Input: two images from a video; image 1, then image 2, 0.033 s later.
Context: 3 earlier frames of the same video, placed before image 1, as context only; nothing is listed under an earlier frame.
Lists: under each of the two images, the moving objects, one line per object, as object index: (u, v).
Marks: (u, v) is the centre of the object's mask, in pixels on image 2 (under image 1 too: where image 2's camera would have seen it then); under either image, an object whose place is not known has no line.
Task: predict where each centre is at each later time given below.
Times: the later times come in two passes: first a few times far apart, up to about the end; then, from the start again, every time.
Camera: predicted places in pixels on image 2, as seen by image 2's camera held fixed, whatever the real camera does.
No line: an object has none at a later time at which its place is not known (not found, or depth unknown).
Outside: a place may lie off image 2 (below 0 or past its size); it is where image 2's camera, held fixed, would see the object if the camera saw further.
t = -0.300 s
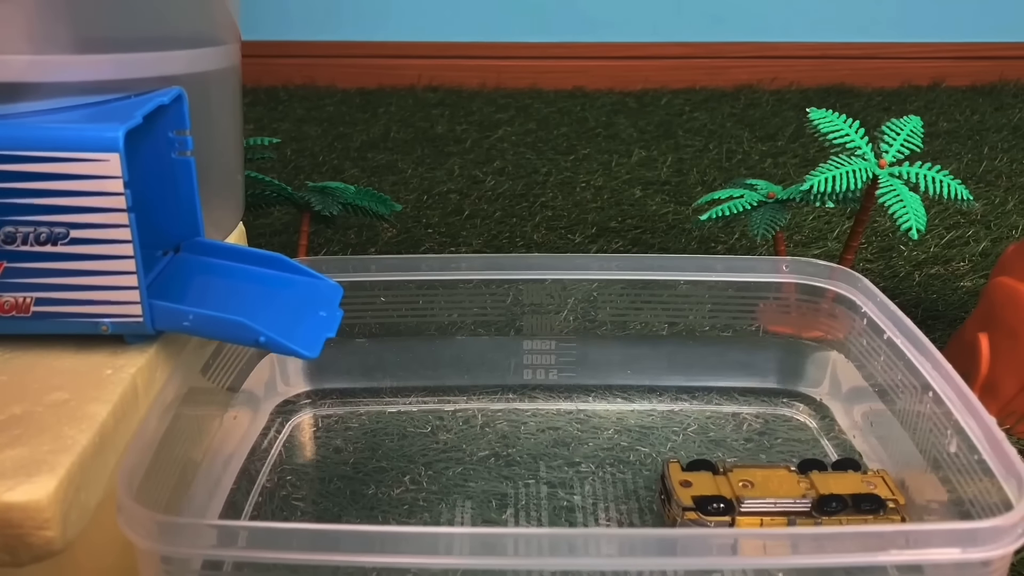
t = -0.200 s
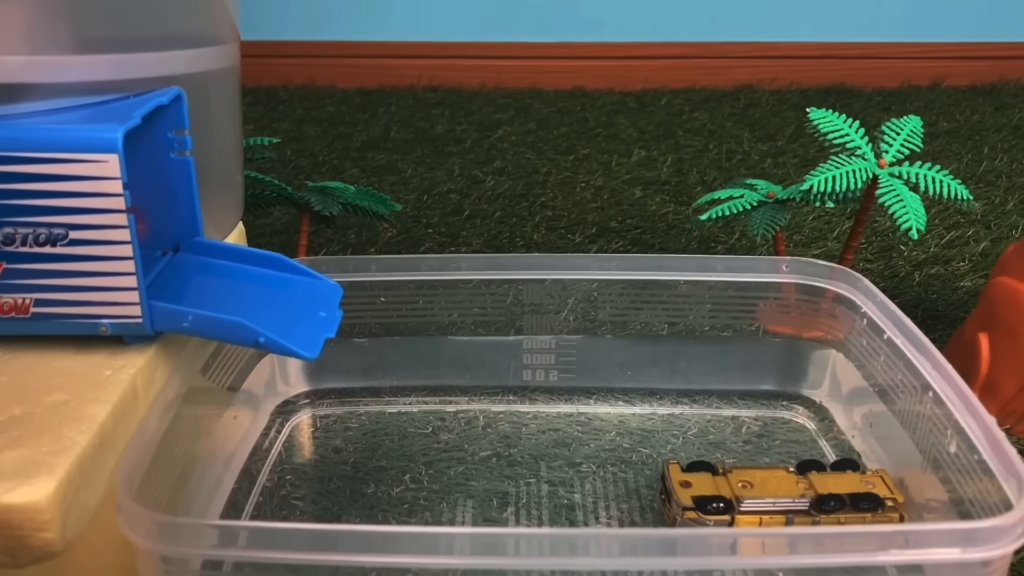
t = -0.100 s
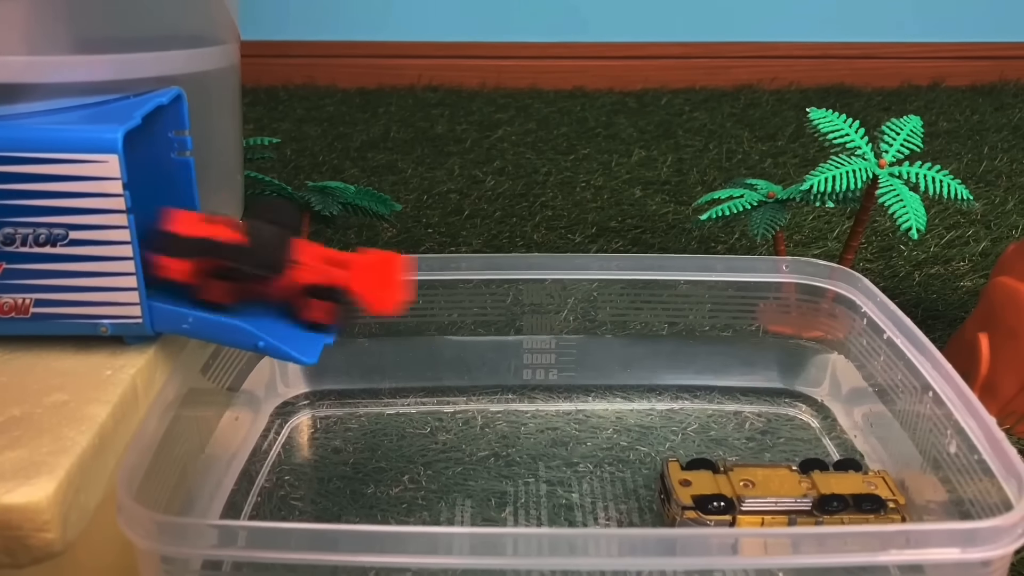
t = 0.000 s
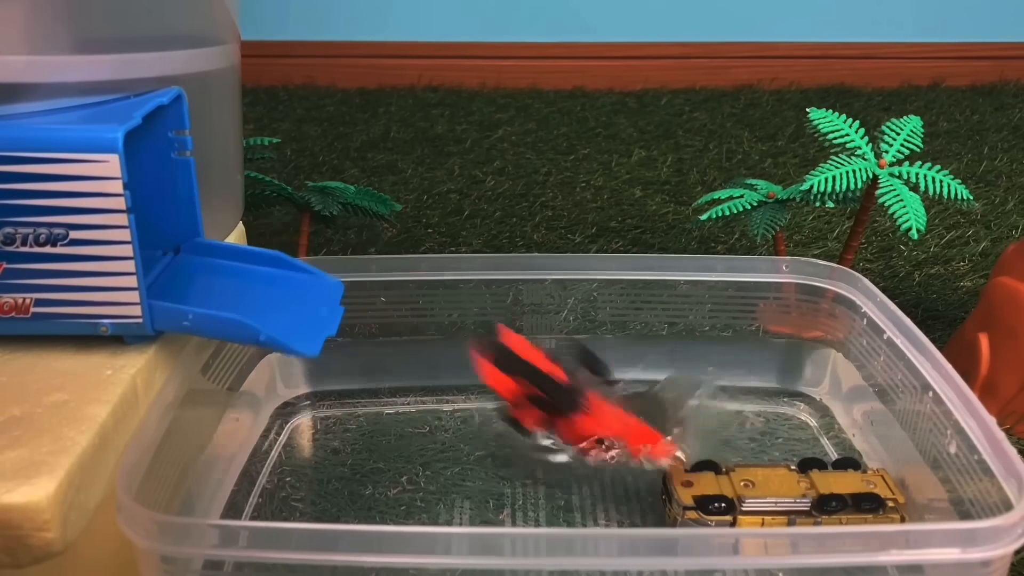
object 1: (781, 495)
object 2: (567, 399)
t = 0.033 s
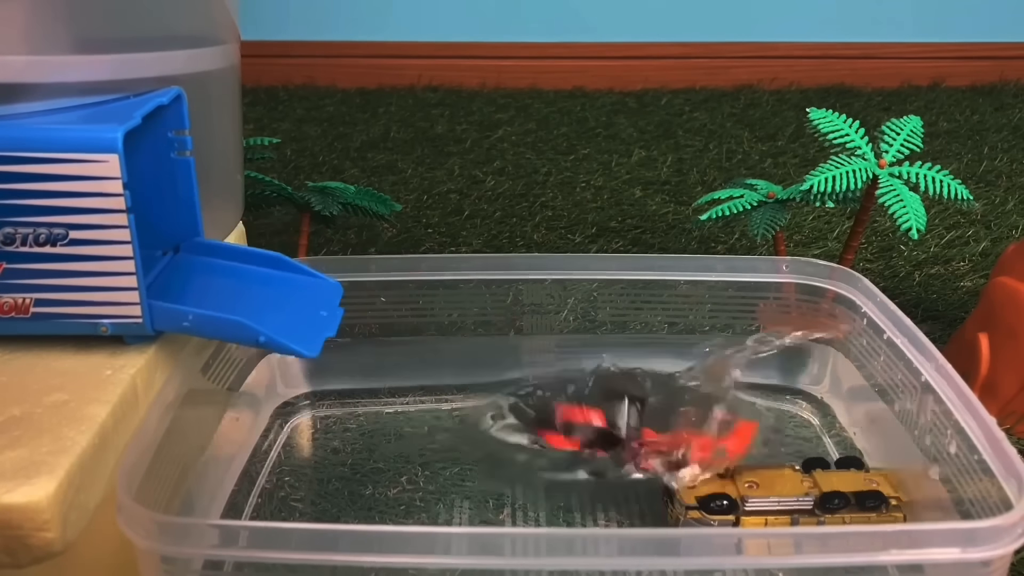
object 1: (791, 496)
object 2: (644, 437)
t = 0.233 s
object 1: (762, 501)
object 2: (750, 452)
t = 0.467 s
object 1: (773, 501)
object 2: (767, 456)
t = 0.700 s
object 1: (772, 499)
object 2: (763, 452)
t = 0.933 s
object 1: (772, 498)
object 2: (763, 448)
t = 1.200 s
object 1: (767, 501)
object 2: (760, 451)
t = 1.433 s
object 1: (768, 497)
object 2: (759, 449)
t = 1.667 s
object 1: (768, 498)
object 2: (760, 449)
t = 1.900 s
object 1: (767, 499)
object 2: (760, 450)
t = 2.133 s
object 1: (769, 497)
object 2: (759, 449)
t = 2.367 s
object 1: (769, 499)
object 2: (762, 451)
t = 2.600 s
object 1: (769, 499)
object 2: (763, 450)
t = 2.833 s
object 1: (772, 498)
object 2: (761, 450)
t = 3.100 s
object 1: (770, 499)
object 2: (762, 452)
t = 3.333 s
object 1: (770, 498)
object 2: (760, 450)
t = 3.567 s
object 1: (770, 498)
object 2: (761, 449)
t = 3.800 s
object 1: (769, 499)
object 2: (760, 450)
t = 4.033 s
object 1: (770, 499)
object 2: (763, 450)
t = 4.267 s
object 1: (785, 504)
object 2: (826, 458)
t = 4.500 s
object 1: (771, 505)
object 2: (784, 459)
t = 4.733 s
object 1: (778, 503)
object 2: (782, 455)
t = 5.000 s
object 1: (780, 501)
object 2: (776, 456)
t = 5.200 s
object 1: (778, 501)
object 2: (765, 455)
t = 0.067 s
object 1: (791, 497)
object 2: (707, 445)
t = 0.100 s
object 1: (779, 496)
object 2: (731, 445)
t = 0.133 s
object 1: (786, 498)
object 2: (729, 456)
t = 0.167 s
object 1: (786, 501)
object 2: (732, 460)
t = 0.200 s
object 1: (774, 500)
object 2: (740, 458)
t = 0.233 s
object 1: (762, 501)
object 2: (750, 452)
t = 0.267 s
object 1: (767, 501)
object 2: (769, 455)
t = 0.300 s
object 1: (768, 502)
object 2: (765, 453)
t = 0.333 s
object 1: (771, 497)
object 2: (765, 450)
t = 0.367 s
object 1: (771, 501)
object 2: (744, 450)
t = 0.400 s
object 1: (767, 502)
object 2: (756, 455)
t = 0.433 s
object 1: (770, 500)
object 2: (761, 456)
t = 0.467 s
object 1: (773, 501)
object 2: (767, 456)
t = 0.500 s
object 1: (772, 501)
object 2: (761, 452)
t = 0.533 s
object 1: (769, 500)
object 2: (757, 451)
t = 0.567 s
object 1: (768, 500)
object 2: (754, 450)
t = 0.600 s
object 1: (765, 499)
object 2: (755, 448)
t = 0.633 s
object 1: (770, 500)
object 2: (753, 447)
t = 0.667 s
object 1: (766, 497)
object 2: (761, 448)
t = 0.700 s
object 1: (772, 499)
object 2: (763, 452)
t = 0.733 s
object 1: (770, 500)
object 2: (762, 453)
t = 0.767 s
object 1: (766, 500)
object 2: (760, 455)
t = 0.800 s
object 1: (764, 499)
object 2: (762, 452)
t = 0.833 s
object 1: (766, 496)
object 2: (756, 446)
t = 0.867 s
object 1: (762, 498)
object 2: (759, 449)
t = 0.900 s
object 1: (761, 502)
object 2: (763, 449)
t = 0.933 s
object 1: (772, 498)
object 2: (763, 448)
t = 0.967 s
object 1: (767, 499)
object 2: (759, 453)
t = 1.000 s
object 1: (769, 500)
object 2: (756, 454)
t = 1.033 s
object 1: (770, 499)
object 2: (761, 453)
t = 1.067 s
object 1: (771, 502)
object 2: (765, 453)
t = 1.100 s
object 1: (770, 499)
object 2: (763, 454)
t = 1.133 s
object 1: (767, 500)
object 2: (760, 452)
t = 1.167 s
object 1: (765, 499)
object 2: (762, 452)
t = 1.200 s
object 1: (767, 501)
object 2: (760, 451)
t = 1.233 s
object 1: (769, 499)
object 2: (760, 452)
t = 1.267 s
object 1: (770, 501)
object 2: (758, 452)
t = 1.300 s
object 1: (772, 499)
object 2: (759, 452)
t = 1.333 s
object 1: (772, 499)
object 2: (756, 450)
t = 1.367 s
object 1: (767, 498)
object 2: (756, 450)
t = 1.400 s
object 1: (768, 497)
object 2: (759, 447)
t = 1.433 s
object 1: (768, 497)
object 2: (759, 449)
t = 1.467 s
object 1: (768, 499)
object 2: (755, 448)
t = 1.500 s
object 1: (768, 498)
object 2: (763, 449)
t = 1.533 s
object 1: (771, 501)
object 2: (763, 450)
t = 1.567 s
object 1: (768, 501)
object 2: (761, 450)
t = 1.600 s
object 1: (774, 499)
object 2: (759, 449)
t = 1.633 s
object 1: (768, 497)
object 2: (757, 449)
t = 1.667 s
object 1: (768, 498)
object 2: (760, 449)
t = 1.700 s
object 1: (770, 499)
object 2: (760, 451)
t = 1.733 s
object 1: (769, 500)
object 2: (760, 453)
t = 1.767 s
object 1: (768, 502)
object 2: (759, 454)
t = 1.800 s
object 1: (768, 501)
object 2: (758, 453)
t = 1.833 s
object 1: (767, 498)
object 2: (762, 452)
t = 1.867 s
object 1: (766, 499)
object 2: (762, 451)
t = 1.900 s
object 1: (767, 499)
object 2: (760, 450)
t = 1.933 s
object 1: (769, 499)
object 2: (760, 450)
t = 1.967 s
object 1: (769, 499)
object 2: (760, 450)
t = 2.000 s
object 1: (770, 499)
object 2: (761, 451)
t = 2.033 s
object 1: (767, 499)
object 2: (762, 451)
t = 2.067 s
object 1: (765, 499)
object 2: (757, 451)
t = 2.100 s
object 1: (767, 499)
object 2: (759, 449)
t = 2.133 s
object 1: (769, 497)
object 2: (759, 449)
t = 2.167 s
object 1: (770, 499)
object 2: (761, 447)
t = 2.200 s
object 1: (769, 500)
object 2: (762, 449)
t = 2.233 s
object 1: (769, 499)
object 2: (760, 451)
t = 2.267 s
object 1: (768, 499)
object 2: (760, 451)
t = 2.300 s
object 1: (767, 499)
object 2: (761, 451)
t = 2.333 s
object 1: (767, 499)
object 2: (761, 451)
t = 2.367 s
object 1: (769, 499)
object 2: (762, 451)
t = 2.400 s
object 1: (768, 499)
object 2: (762, 450)
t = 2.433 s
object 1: (768, 499)
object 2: (761, 451)
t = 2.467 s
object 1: (768, 499)
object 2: (760, 451)
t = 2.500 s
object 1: (767, 499)
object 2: (758, 451)
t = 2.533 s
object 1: (768, 499)
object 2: (759, 450)
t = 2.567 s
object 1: (769, 499)
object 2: (762, 450)
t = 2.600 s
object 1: (769, 499)
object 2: (763, 450)
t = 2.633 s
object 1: (770, 498)
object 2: (763, 450)
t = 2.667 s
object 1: (769, 498)
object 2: (761, 450)
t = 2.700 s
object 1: (767, 499)
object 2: (758, 451)
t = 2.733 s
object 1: (767, 499)
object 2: (758, 451)
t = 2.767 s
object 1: (769, 499)
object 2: (760, 450)
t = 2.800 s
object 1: (771, 498)
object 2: (761, 450)
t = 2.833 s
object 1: (772, 498)
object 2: (761, 450)
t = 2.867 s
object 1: (771, 497)
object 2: (764, 449)
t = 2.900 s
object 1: (766, 499)
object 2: (759, 449)
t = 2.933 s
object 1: (767, 498)
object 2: (759, 449)
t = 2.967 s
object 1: (769, 498)
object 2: (760, 450)
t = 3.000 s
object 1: (768, 498)
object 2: (760, 451)
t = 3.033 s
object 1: (768, 499)
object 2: (761, 451)
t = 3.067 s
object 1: (770, 499)
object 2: (763, 452)
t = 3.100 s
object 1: (770, 499)
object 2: (762, 452)
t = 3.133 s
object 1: (768, 499)
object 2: (762, 451)
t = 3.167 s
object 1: (768, 499)
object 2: (763, 450)
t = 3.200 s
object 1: (769, 499)
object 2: (762, 451)
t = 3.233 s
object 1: (769, 498)
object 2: (760, 450)
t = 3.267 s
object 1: (770, 498)
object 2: (760, 450)
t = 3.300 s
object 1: (770, 498)
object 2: (760, 450)
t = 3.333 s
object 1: (770, 498)
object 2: (760, 450)
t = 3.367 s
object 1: (770, 498)
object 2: (762, 450)
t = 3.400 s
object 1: (769, 498)
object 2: (761, 450)
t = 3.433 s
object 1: (768, 499)
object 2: (760, 449)
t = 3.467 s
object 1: (770, 498)
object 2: (760, 448)
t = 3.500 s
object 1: (769, 498)
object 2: (762, 448)
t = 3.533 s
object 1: (769, 498)
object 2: (762, 449)
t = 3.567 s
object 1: (770, 498)
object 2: (761, 449)
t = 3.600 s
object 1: (770, 498)
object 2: (760, 450)
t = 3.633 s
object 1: (769, 498)
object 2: (761, 451)
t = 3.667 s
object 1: (769, 499)
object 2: (761, 451)
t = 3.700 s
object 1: (769, 498)
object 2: (761, 451)
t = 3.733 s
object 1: (770, 499)
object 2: (761, 451)
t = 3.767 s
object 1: (769, 499)
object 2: (761, 450)
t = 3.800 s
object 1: (769, 499)
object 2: (760, 450)
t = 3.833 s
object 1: (769, 499)
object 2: (762, 450)
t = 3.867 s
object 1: (769, 499)
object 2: (762, 451)
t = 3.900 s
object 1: (769, 498)
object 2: (762, 451)
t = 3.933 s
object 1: (769, 498)
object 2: (761, 451)
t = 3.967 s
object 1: (769, 498)
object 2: (761, 451)
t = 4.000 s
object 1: (770, 498)
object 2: (761, 450)
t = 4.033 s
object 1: (770, 499)
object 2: (763, 450)
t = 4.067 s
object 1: (780, 498)
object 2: (776, 450)
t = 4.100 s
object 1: (798, 500)
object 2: (814, 451)
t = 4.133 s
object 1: (790, 502)
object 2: (846, 459)
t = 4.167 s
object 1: (795, 503)
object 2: (830, 462)
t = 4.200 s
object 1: (804, 504)
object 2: (828, 458)
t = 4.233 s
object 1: (797, 505)
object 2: (821, 461)
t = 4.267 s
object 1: (785, 504)
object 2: (826, 458)
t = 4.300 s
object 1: (784, 505)
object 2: (827, 462)
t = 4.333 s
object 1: (775, 500)
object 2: (819, 463)
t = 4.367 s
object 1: (784, 502)
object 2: (806, 461)
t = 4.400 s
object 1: (782, 503)
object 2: (783, 462)
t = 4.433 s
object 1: (782, 505)
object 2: (780, 462)
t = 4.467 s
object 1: (767, 502)
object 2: (780, 460)
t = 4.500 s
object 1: (771, 505)
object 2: (784, 459)
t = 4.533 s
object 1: (778, 501)
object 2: (782, 458)
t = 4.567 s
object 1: (783, 501)
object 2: (781, 457)
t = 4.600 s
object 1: (781, 501)
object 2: (782, 457)
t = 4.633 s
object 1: (780, 501)
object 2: (777, 457)
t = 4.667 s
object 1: (774, 500)
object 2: (779, 457)
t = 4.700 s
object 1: (776, 501)
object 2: (780, 458)
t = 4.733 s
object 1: (778, 503)
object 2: (782, 455)
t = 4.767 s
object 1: (780, 500)
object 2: (787, 453)
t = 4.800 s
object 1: (781, 498)
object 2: (778, 452)
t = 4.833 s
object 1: (784, 499)
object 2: (770, 455)
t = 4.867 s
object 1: (775, 501)
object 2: (775, 457)
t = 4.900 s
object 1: (772, 502)
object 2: (780, 453)
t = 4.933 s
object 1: (776, 502)
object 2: (779, 454)
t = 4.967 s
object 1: (779, 502)
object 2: (780, 458)
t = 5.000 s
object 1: (780, 501)
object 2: (776, 456)
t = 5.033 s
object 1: (777, 499)
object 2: (768, 454)
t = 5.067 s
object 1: (776, 501)
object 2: (767, 457)
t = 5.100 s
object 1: (773, 502)
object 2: (777, 458)
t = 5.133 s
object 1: (776, 502)
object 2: (771, 458)
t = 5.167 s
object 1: (776, 501)
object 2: (776, 456)
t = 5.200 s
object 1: (778, 501)
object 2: (765, 455)
